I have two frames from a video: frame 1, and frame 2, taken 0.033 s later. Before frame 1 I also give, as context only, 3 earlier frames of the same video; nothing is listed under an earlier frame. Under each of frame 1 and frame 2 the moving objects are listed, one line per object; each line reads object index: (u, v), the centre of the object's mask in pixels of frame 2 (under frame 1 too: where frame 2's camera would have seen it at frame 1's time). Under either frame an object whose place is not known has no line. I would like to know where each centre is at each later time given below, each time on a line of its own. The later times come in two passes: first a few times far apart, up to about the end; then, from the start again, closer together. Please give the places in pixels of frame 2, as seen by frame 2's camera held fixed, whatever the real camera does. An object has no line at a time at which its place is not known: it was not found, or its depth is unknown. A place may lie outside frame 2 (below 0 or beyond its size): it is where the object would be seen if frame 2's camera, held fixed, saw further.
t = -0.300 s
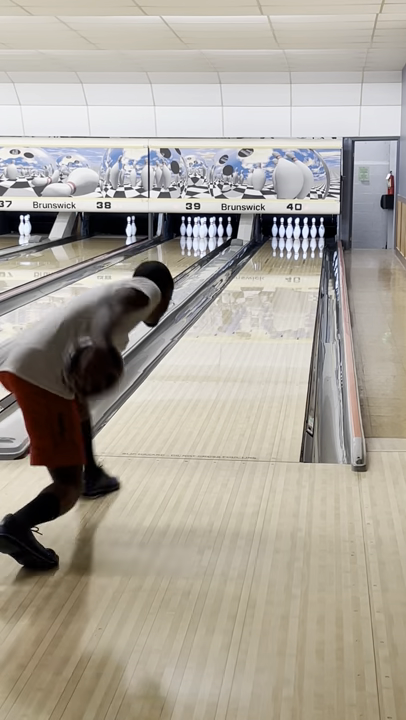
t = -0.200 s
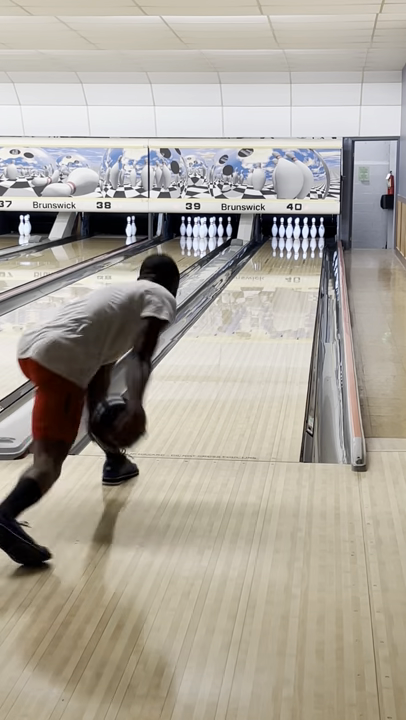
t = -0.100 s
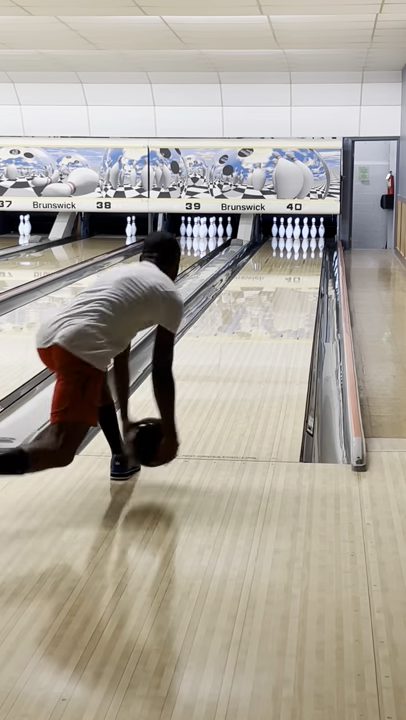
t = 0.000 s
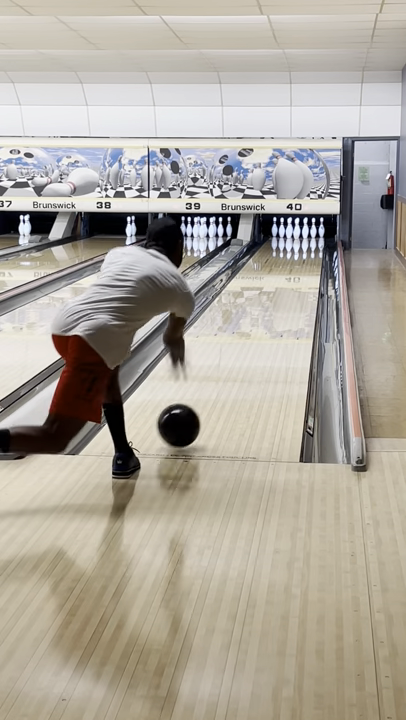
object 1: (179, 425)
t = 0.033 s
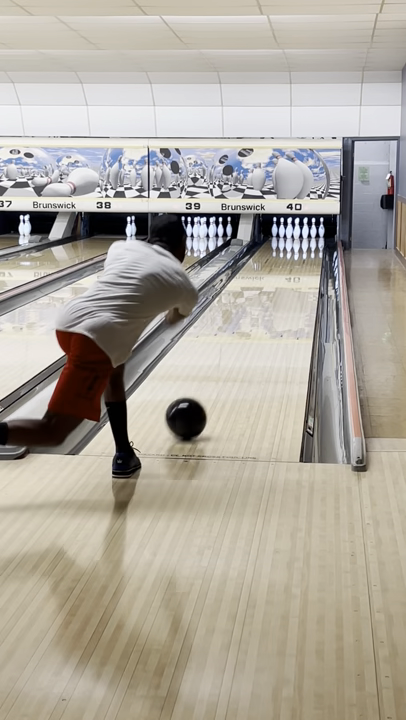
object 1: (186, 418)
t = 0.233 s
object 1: (220, 371)
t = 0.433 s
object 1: (243, 339)
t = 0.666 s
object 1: (262, 312)
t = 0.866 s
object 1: (274, 296)
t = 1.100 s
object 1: (285, 280)
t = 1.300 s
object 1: (292, 270)
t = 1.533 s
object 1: (298, 260)
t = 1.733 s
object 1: (301, 252)
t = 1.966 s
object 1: (304, 246)
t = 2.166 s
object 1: (304, 241)
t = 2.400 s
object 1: (302, 236)
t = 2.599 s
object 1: (300, 233)
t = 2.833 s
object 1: (299, 232)
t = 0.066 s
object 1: (193, 409)
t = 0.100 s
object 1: (199, 400)
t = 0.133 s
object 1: (205, 392)
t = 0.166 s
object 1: (210, 384)
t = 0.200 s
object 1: (215, 378)
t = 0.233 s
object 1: (220, 371)
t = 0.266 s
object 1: (225, 365)
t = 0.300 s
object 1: (229, 359)
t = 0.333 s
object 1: (233, 353)
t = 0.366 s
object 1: (237, 348)
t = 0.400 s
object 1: (240, 343)
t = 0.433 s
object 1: (243, 339)
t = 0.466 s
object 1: (247, 334)
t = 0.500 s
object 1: (250, 330)
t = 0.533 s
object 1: (252, 327)
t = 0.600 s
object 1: (258, 319)
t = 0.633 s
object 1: (260, 316)
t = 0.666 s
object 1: (262, 312)
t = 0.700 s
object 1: (265, 309)
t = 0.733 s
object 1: (267, 306)
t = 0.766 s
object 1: (269, 303)
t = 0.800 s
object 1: (271, 301)
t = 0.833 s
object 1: (273, 298)
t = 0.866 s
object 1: (274, 296)
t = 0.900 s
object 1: (276, 293)
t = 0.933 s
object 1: (278, 291)
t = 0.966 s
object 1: (279, 289)
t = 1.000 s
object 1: (281, 287)
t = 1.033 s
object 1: (282, 284)
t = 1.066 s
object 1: (283, 282)
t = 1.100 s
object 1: (285, 280)
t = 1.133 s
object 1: (286, 279)
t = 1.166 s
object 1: (287, 277)
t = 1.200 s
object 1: (288, 275)
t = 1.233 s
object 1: (289, 273)
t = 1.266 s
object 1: (291, 272)
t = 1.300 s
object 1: (292, 270)
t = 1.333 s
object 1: (292, 268)
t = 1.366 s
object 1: (293, 266)
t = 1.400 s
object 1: (294, 265)
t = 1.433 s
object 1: (295, 264)
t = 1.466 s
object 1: (296, 262)
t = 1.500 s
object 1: (297, 261)
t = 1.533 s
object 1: (298, 260)
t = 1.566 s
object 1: (298, 258)
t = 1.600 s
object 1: (299, 257)
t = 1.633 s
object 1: (300, 256)
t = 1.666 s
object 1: (300, 255)
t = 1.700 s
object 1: (301, 254)
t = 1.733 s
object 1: (301, 252)
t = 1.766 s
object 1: (302, 251)
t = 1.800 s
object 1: (303, 251)
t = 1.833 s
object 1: (303, 250)
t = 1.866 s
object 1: (303, 248)
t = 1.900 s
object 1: (304, 248)
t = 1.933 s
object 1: (304, 246)
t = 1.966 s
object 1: (304, 246)
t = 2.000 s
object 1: (304, 245)
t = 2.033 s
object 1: (304, 244)
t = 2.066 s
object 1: (304, 243)
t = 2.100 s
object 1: (304, 242)
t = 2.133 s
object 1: (305, 241)
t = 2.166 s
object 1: (304, 241)
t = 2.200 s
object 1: (304, 240)
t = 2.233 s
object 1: (304, 239)
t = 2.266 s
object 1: (304, 239)
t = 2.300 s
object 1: (303, 238)
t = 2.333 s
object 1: (303, 237)
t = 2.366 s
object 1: (303, 236)
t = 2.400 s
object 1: (302, 236)
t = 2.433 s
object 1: (301, 235)
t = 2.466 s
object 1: (301, 235)
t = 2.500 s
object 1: (300, 234)
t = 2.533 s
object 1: (300, 234)
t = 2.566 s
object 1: (301, 233)
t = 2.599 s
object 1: (300, 233)
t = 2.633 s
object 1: (300, 233)
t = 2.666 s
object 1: (300, 232)
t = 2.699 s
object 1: (299, 233)
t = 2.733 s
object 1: (299, 233)
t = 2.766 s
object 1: (298, 232)
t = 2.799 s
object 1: (299, 232)
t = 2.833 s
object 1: (299, 232)
